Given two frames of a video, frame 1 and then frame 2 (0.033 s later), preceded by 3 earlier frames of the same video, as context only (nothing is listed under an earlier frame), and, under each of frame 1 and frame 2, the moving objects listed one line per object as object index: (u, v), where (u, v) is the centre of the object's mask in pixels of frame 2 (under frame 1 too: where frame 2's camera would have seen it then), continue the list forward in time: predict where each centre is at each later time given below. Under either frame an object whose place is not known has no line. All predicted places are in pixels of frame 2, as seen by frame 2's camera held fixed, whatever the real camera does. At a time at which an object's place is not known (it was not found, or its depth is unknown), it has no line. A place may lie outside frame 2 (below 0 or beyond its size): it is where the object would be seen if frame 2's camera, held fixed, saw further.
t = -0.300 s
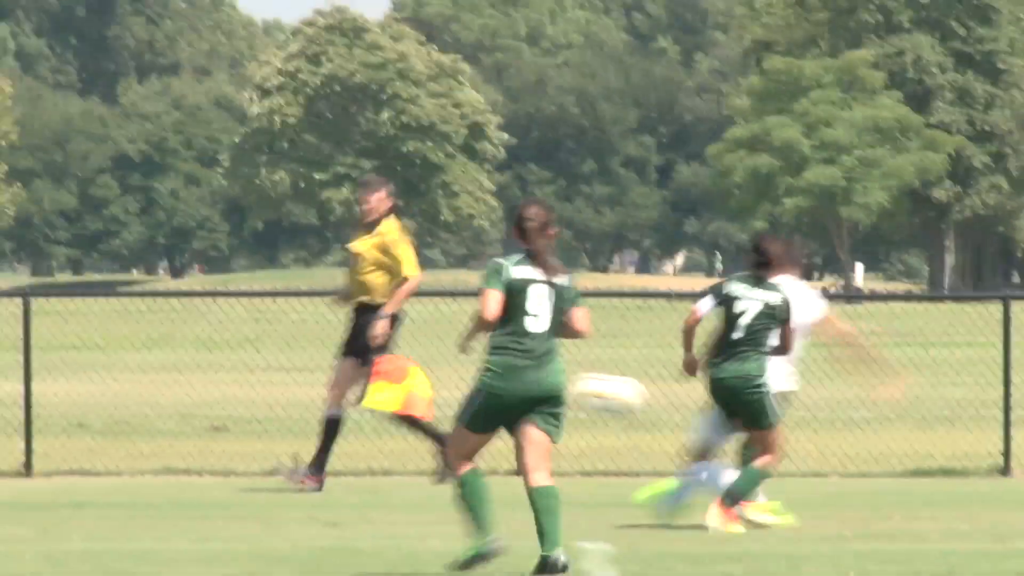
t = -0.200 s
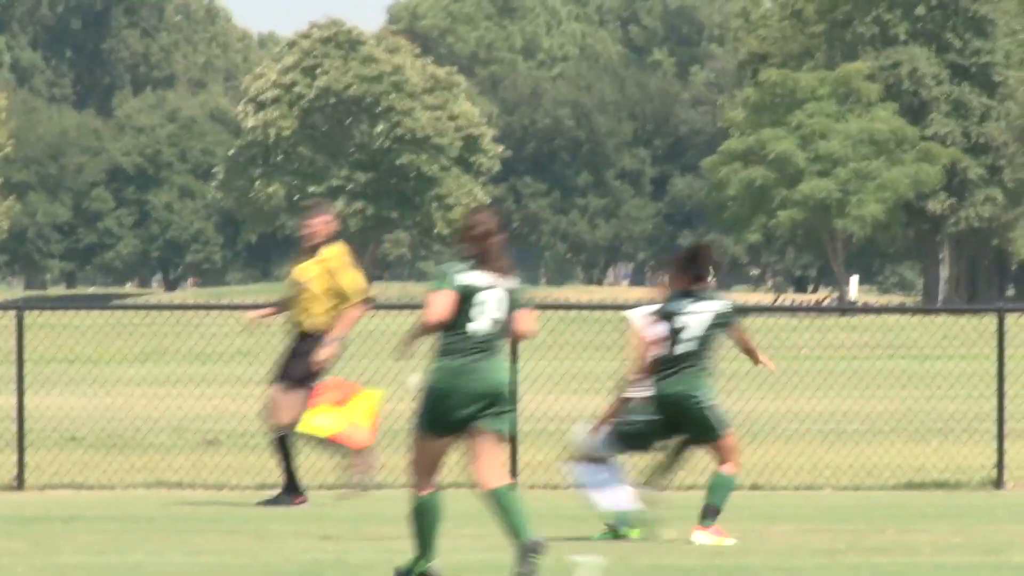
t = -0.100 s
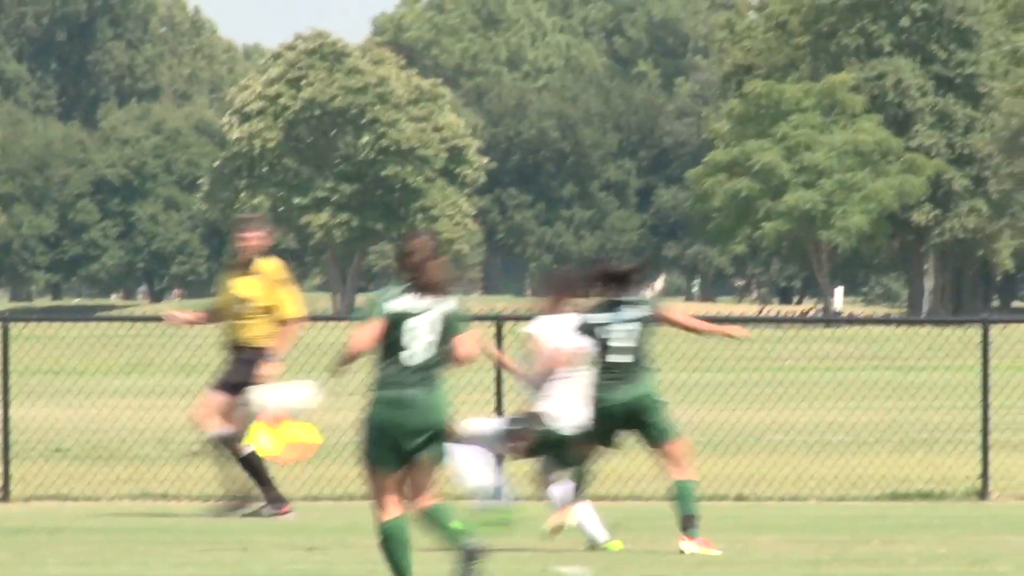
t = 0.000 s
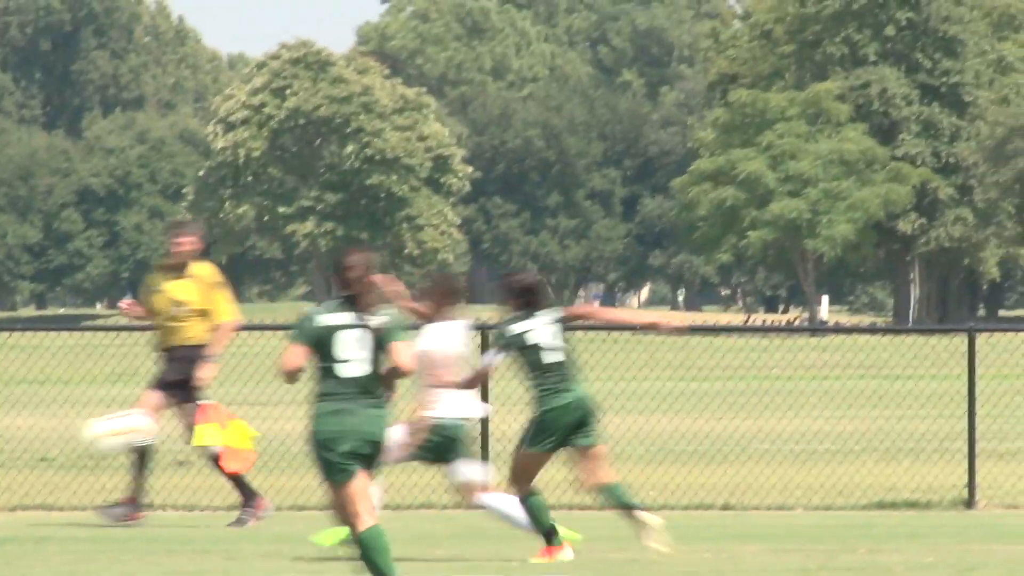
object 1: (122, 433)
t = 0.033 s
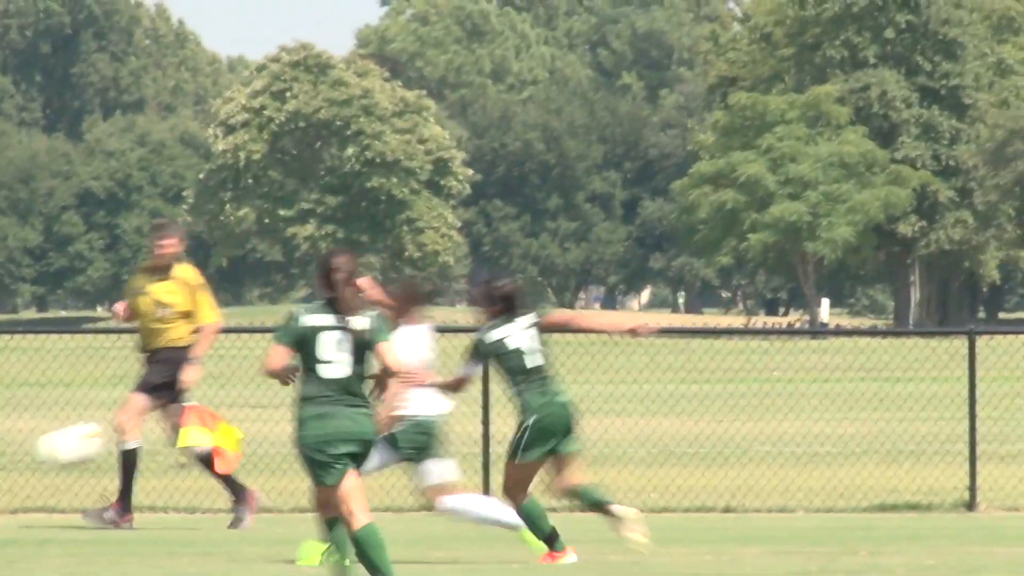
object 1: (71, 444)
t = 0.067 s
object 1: (21, 459)
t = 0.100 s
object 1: (-15, 468)
